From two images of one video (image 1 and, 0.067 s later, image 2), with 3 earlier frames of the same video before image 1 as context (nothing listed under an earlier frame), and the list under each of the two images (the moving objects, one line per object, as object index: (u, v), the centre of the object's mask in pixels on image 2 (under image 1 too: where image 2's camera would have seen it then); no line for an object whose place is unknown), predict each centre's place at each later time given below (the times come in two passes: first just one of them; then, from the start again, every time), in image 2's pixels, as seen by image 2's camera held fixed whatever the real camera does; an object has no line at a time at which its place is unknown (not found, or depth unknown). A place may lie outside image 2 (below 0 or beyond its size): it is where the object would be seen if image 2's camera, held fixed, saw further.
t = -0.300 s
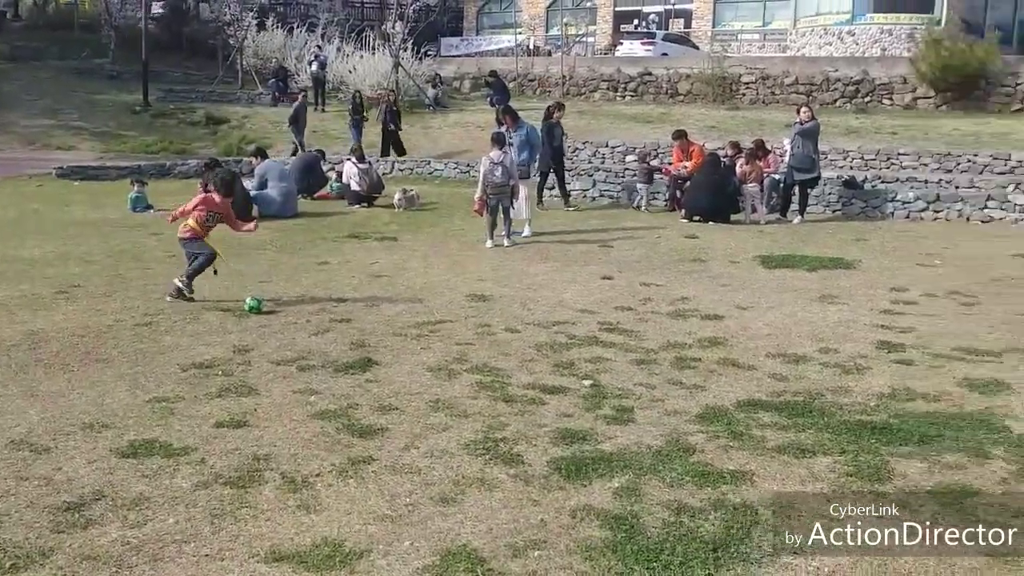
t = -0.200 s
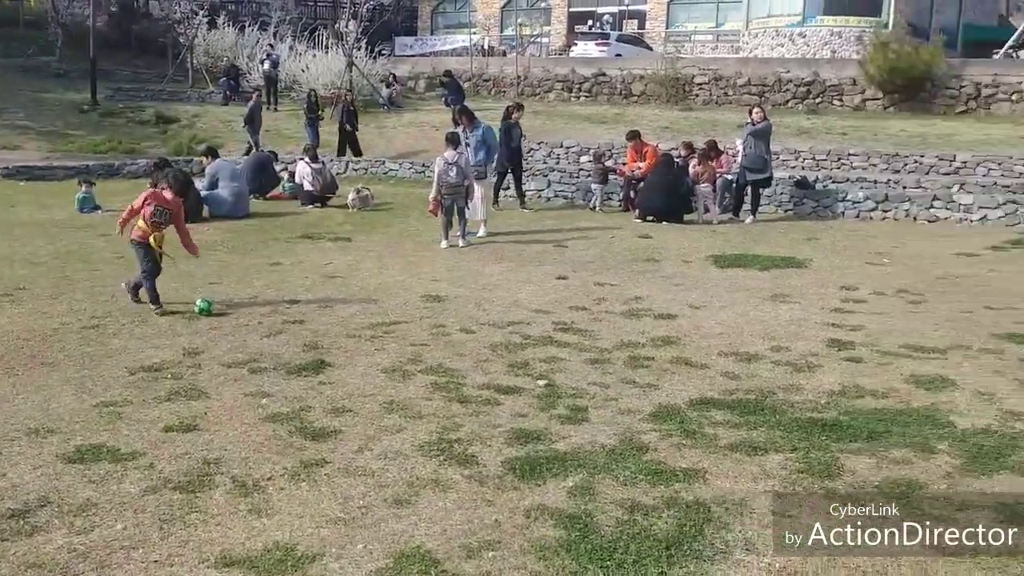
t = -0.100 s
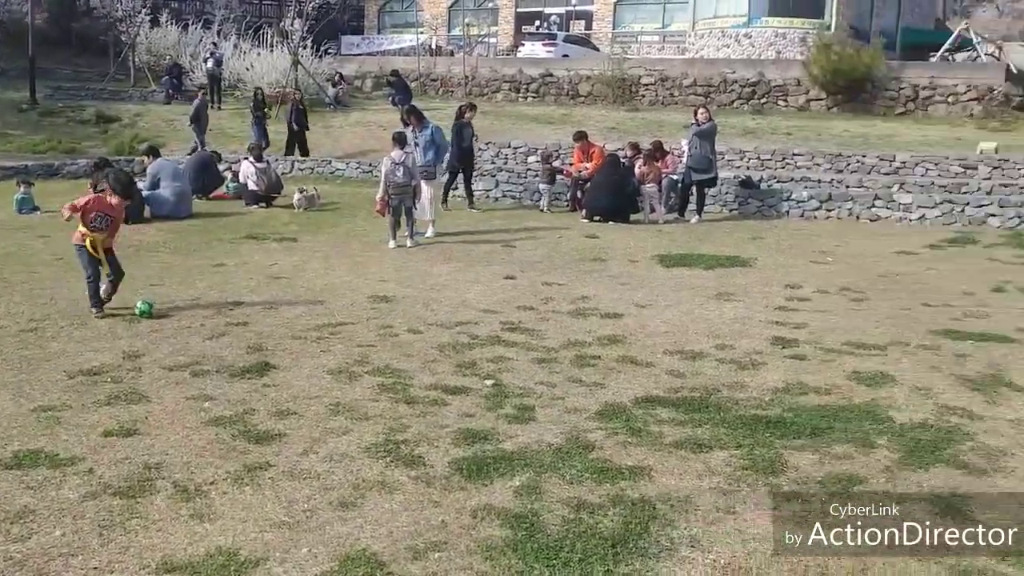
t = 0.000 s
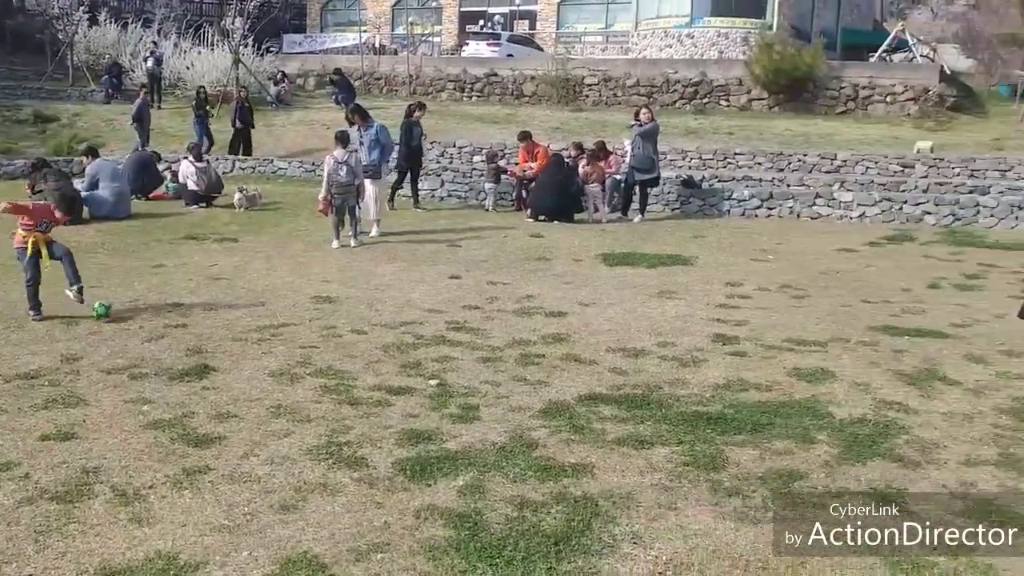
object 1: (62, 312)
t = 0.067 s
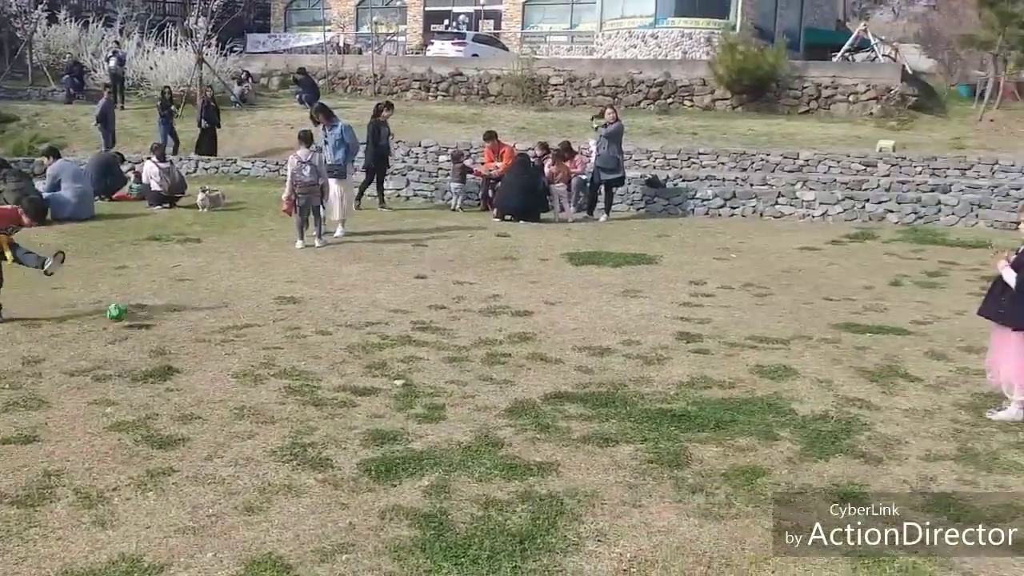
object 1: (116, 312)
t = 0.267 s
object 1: (261, 312)
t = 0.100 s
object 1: (143, 315)
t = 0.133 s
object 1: (172, 319)
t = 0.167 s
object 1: (197, 320)
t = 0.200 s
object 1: (218, 316)
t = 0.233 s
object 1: (240, 313)
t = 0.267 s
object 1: (261, 312)
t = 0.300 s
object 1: (283, 313)
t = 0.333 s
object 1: (305, 316)
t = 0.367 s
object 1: (327, 320)
